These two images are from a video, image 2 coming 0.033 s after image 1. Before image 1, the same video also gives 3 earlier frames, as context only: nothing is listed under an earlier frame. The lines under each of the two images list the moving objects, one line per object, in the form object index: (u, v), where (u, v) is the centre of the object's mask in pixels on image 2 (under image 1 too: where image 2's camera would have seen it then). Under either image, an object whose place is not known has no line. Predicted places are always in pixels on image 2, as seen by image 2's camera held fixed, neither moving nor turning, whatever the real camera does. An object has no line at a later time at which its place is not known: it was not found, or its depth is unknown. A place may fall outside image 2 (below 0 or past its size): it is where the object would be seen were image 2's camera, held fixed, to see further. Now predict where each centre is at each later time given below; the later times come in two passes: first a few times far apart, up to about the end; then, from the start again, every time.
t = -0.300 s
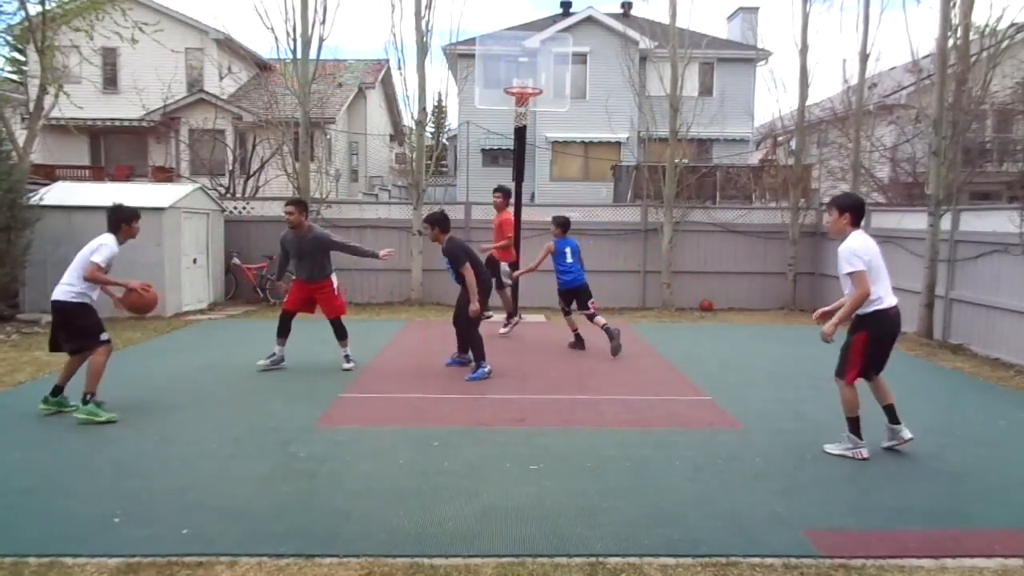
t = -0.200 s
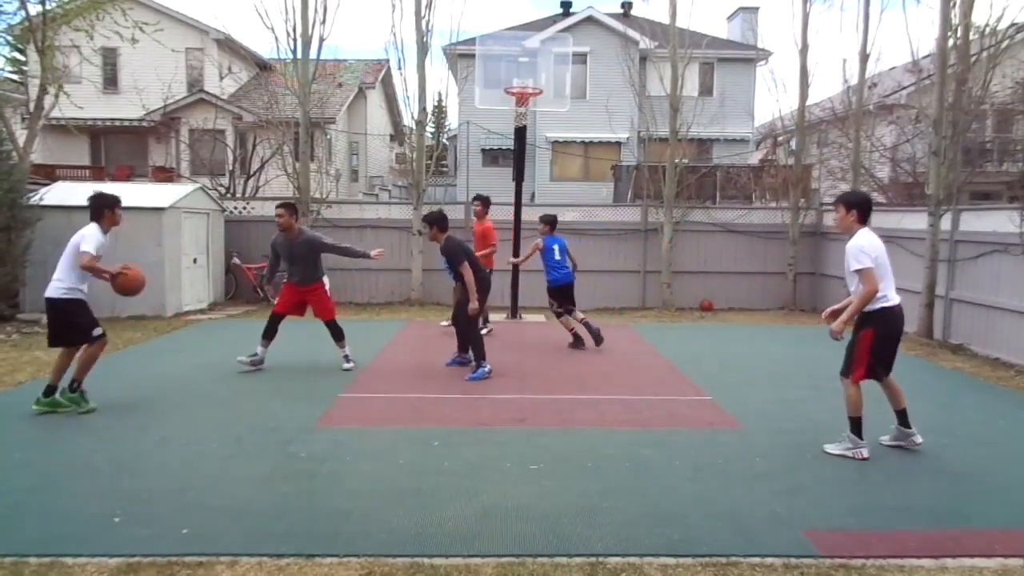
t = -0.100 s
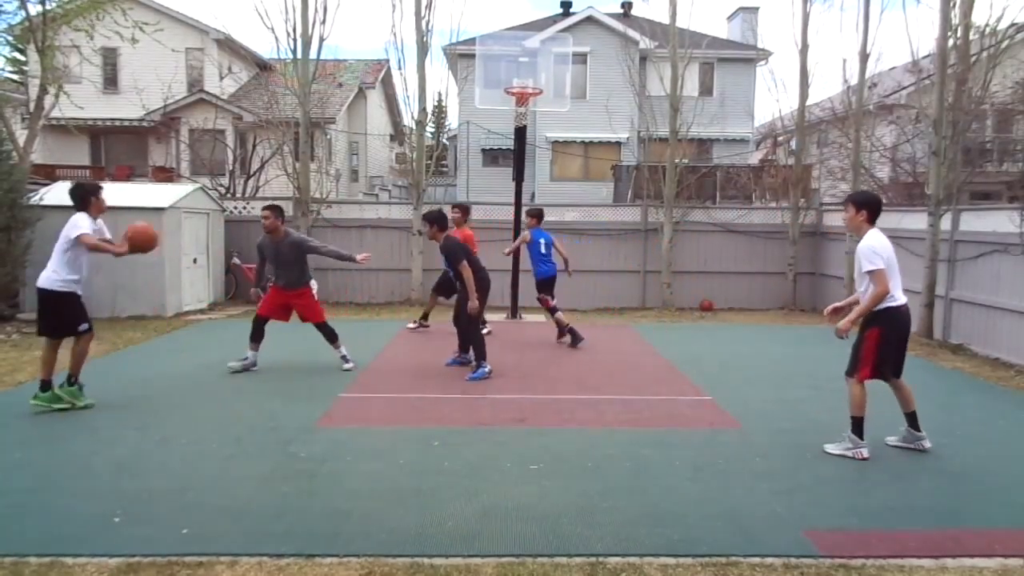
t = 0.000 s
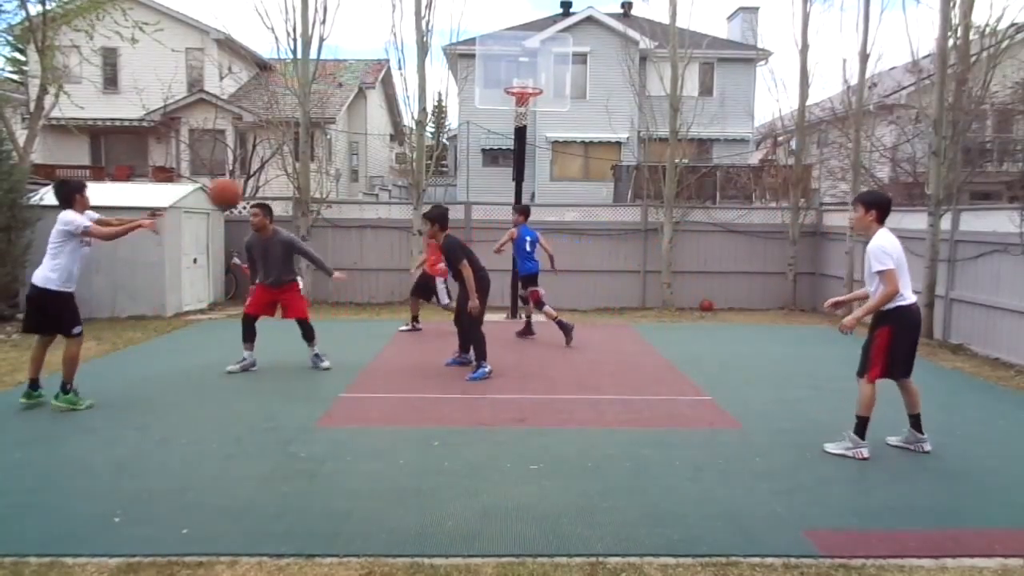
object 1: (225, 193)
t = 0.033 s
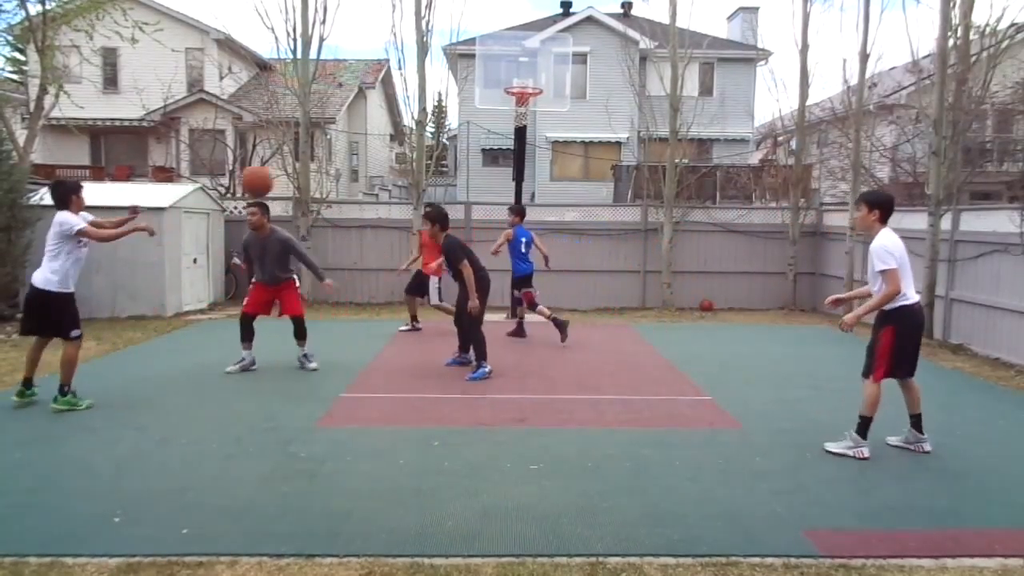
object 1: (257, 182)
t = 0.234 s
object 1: (449, 136)
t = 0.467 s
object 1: (673, 150)
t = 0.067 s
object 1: (290, 169)
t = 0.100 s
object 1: (320, 160)
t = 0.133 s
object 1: (353, 153)
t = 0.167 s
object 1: (386, 145)
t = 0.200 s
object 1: (417, 140)
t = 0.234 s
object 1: (449, 136)
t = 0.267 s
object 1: (482, 133)
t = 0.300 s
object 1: (514, 132)
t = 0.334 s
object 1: (546, 133)
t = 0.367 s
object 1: (578, 135)
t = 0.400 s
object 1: (609, 139)
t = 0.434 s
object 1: (641, 143)
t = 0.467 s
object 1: (673, 150)
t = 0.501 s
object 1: (704, 157)
